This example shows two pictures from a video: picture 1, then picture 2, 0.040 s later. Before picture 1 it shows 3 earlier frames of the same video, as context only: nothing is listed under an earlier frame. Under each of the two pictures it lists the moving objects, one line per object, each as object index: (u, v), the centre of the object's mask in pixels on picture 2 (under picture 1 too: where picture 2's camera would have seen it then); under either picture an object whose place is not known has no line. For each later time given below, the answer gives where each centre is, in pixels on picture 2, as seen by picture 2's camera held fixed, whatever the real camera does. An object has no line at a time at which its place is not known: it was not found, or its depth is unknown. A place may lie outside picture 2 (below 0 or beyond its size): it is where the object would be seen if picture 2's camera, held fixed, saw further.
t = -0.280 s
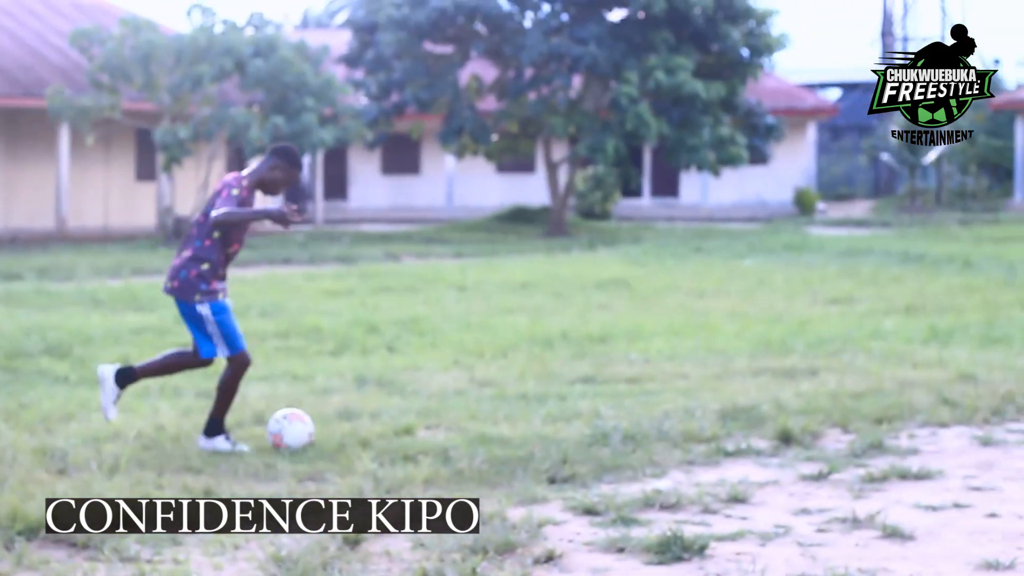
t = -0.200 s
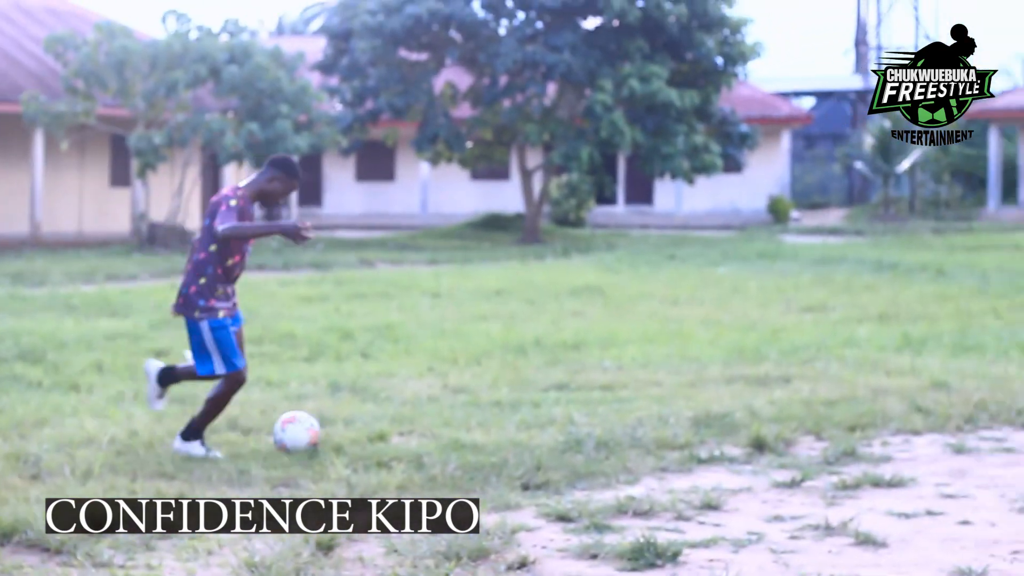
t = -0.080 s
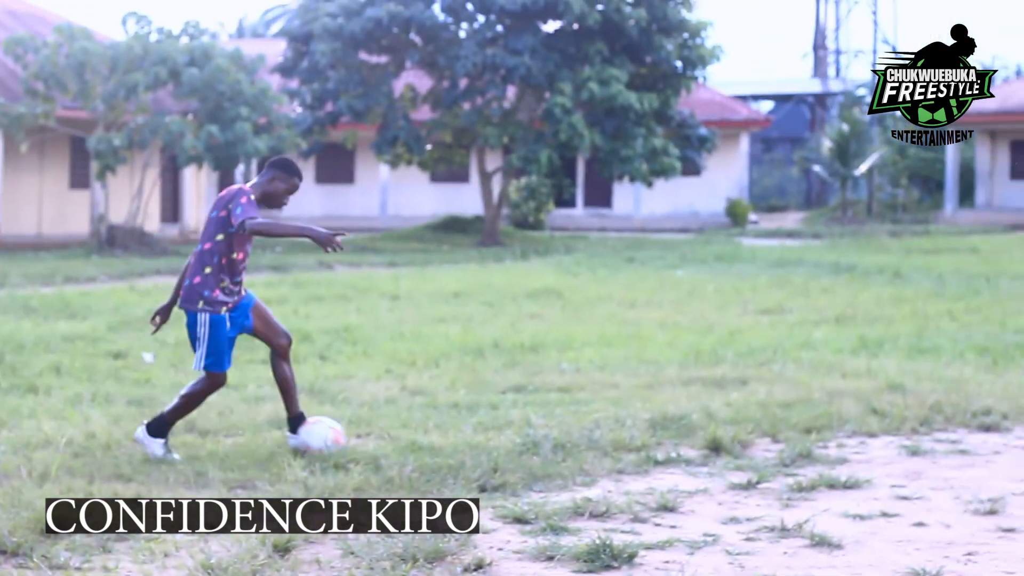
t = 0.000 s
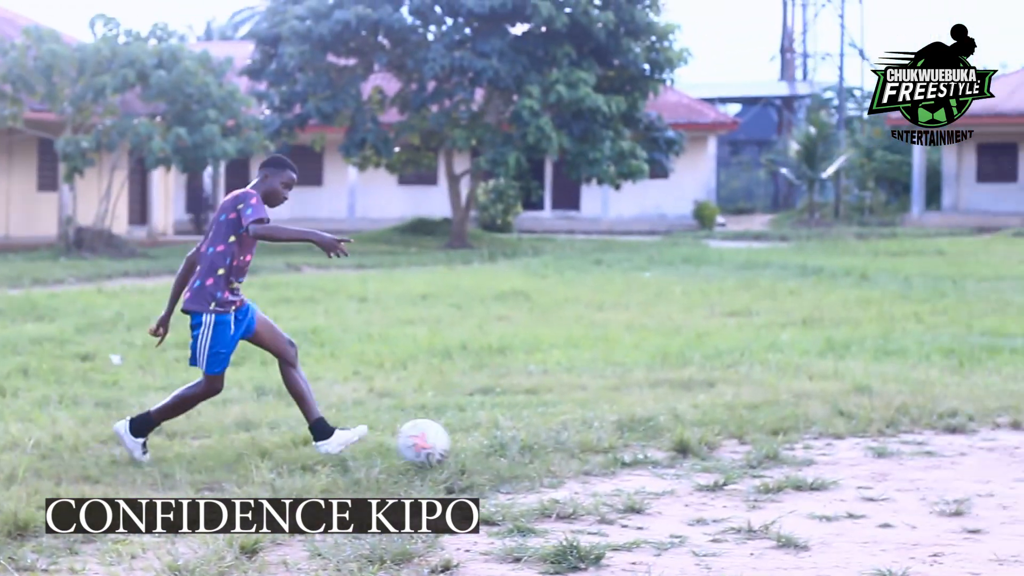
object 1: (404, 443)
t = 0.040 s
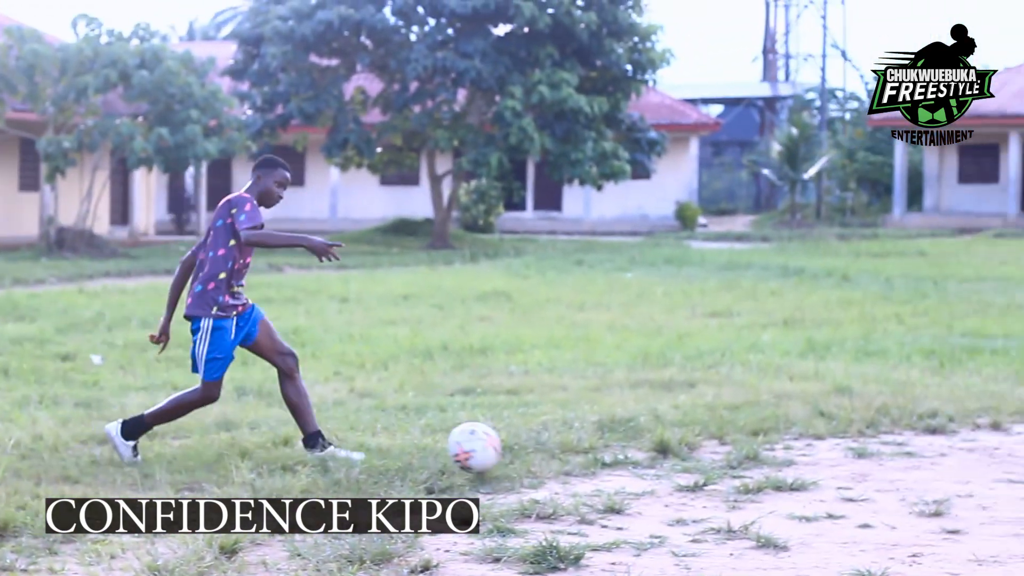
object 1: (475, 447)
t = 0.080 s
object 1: (550, 453)
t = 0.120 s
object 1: (629, 464)
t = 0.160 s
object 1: (714, 480)
